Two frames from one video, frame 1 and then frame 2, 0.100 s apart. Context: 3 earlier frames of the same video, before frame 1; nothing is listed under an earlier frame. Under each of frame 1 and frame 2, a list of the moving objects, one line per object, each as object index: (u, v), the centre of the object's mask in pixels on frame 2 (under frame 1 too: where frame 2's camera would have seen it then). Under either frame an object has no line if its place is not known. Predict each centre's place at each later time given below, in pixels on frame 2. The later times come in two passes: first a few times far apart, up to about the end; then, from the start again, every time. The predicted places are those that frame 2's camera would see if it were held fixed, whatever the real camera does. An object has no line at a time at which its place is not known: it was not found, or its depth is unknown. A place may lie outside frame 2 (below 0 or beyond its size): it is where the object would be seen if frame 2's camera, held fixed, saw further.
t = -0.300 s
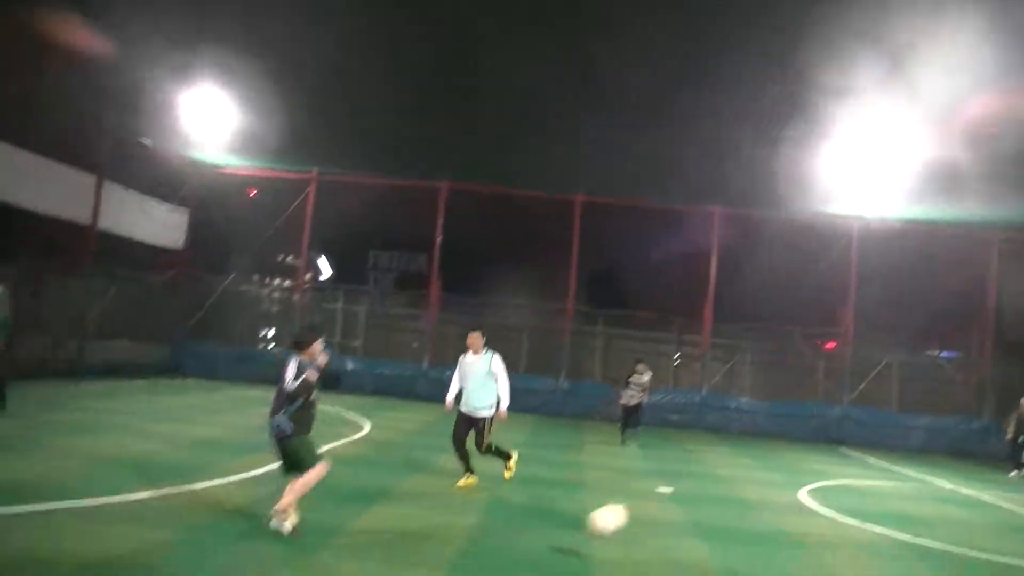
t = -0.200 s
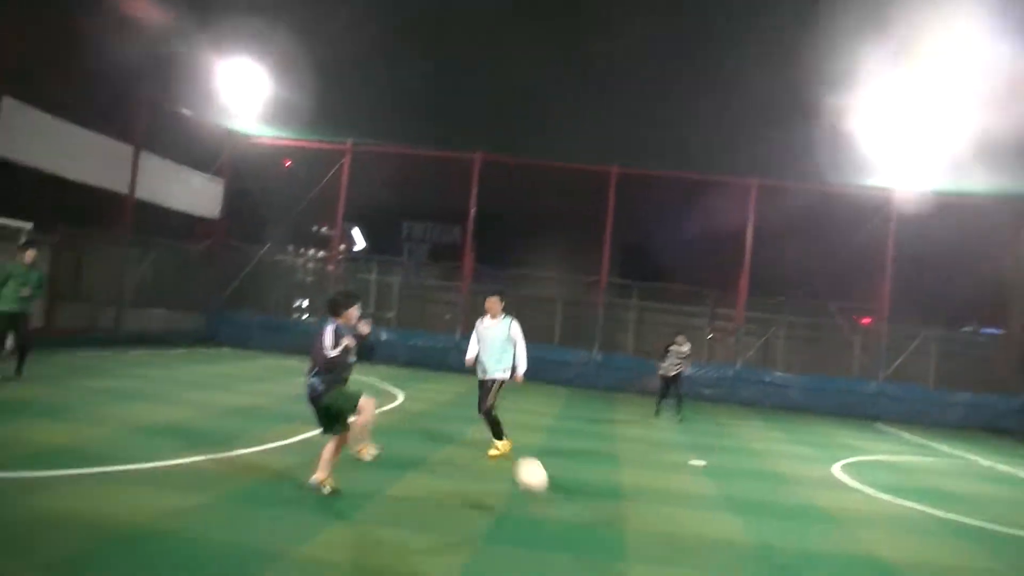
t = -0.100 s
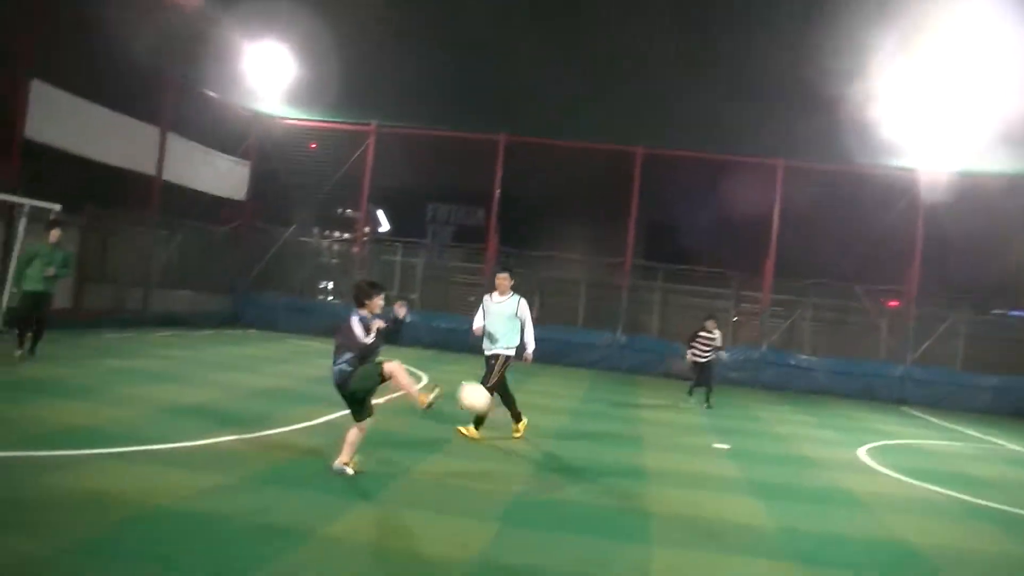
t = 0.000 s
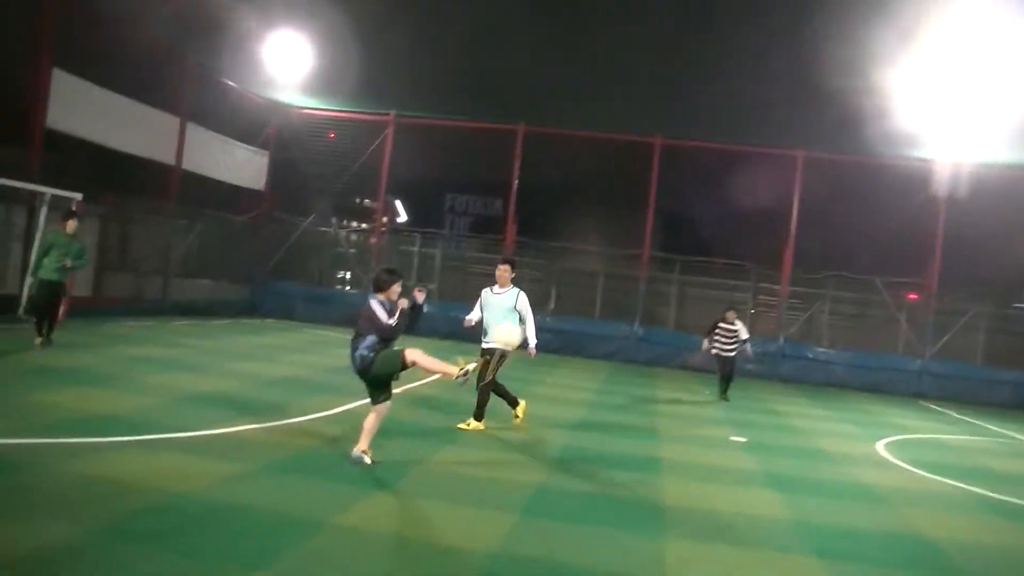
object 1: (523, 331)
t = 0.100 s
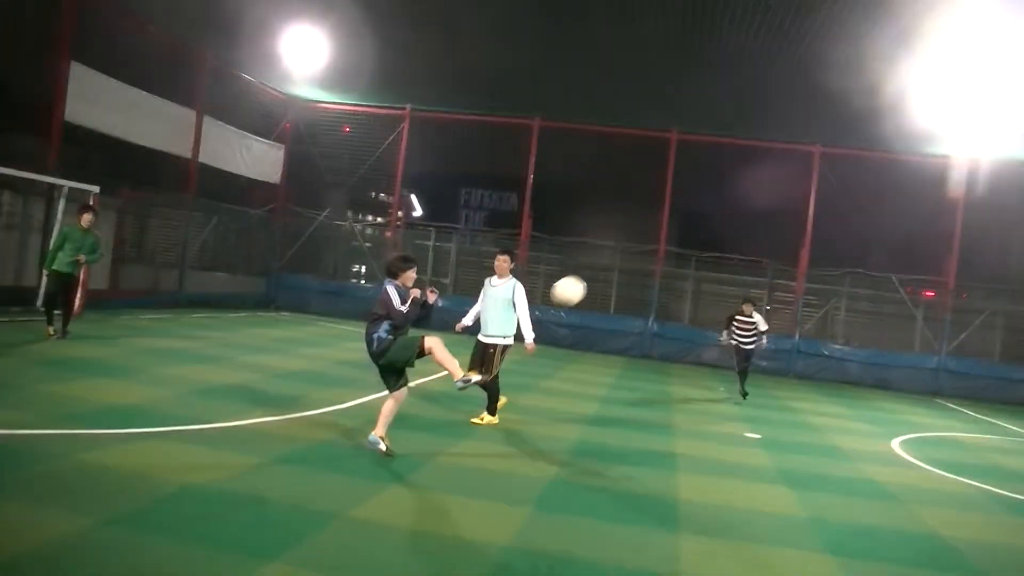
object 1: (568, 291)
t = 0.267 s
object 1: (642, 255)
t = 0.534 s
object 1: (742, 274)
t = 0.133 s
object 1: (584, 281)
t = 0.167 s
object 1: (599, 272)
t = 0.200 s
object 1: (614, 265)
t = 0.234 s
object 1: (628, 259)
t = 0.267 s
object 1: (642, 255)
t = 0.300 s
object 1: (655, 253)
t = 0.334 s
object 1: (668, 251)
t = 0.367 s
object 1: (681, 252)
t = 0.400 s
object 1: (694, 254)
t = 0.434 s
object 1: (706, 257)
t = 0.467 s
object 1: (718, 262)
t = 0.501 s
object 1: (730, 267)
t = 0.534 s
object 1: (742, 274)
